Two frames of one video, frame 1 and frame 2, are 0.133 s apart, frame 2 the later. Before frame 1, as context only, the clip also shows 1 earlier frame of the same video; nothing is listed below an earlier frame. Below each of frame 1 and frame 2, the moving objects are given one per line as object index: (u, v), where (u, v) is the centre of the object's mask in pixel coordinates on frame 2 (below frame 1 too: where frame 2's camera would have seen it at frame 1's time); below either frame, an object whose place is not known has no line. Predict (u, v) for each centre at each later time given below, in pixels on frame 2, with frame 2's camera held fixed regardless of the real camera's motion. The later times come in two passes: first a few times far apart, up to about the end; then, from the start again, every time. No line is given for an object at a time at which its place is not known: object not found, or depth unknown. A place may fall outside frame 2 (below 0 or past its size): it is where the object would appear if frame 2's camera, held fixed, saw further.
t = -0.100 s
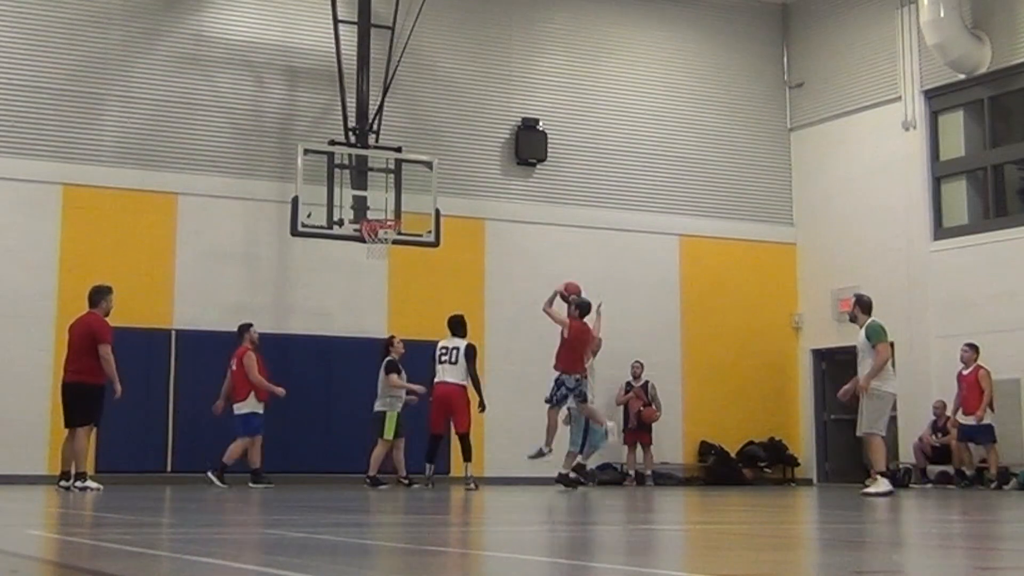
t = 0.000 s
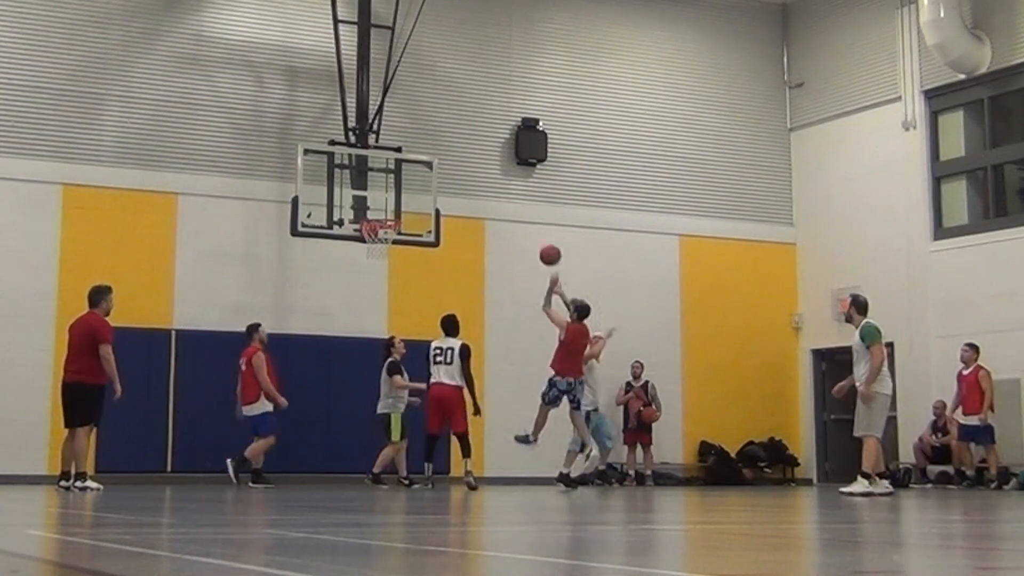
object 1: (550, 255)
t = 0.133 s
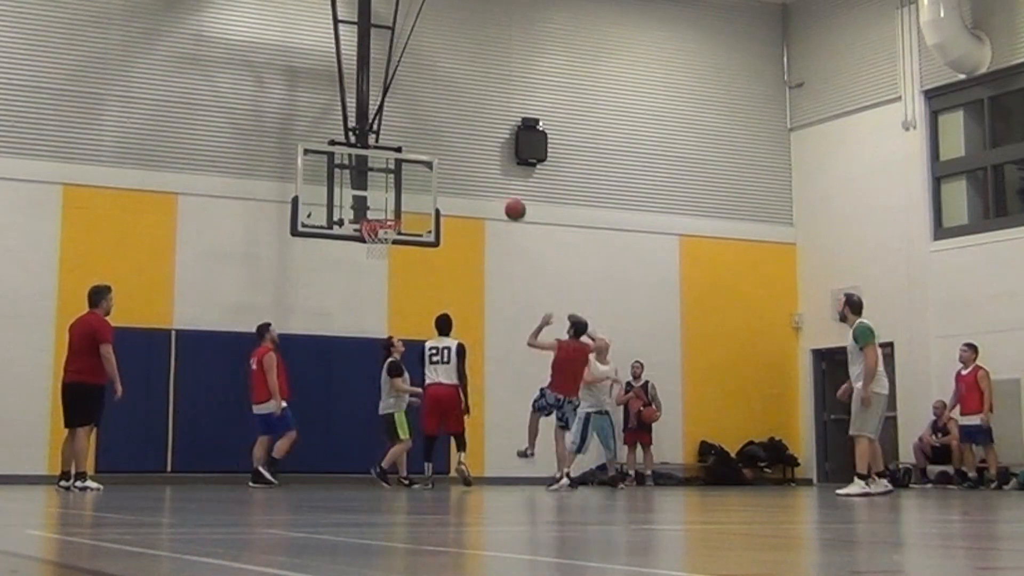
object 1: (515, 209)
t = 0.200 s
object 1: (498, 194)
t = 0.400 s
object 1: (450, 170)
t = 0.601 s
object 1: (403, 179)
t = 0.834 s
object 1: (366, 203)
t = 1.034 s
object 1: (361, 197)
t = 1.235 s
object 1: (373, 206)
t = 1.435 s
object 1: (381, 249)
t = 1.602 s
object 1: (385, 287)
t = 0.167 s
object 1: (507, 201)
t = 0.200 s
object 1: (498, 194)
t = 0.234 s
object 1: (490, 187)
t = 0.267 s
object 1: (482, 182)
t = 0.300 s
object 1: (474, 178)
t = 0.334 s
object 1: (465, 174)
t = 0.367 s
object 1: (458, 171)
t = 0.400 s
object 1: (450, 170)
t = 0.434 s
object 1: (441, 169)
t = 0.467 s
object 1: (434, 169)
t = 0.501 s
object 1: (426, 170)
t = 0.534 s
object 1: (419, 172)
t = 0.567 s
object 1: (410, 175)
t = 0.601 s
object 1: (403, 179)
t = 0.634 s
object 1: (395, 184)
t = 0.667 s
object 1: (388, 189)
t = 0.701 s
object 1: (381, 196)
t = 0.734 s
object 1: (372, 203)
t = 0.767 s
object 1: (366, 211)
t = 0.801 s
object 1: (365, 207)
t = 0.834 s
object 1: (366, 203)
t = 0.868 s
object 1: (364, 199)
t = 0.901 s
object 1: (363, 198)
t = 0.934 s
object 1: (362, 196)
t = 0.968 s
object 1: (362, 197)
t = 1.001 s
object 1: (361, 197)
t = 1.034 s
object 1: (361, 197)
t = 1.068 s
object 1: (362, 197)
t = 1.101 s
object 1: (363, 197)
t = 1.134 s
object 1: (365, 199)
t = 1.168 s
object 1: (366, 200)
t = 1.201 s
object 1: (369, 203)
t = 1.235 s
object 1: (373, 206)
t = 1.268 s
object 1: (373, 210)
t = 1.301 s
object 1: (375, 214)
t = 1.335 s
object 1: (377, 221)
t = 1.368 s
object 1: (379, 232)
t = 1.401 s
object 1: (382, 241)
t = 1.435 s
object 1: (381, 249)
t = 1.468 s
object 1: (382, 253)
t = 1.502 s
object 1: (383, 259)
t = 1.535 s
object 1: (384, 268)
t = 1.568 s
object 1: (384, 276)
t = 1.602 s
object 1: (385, 287)
